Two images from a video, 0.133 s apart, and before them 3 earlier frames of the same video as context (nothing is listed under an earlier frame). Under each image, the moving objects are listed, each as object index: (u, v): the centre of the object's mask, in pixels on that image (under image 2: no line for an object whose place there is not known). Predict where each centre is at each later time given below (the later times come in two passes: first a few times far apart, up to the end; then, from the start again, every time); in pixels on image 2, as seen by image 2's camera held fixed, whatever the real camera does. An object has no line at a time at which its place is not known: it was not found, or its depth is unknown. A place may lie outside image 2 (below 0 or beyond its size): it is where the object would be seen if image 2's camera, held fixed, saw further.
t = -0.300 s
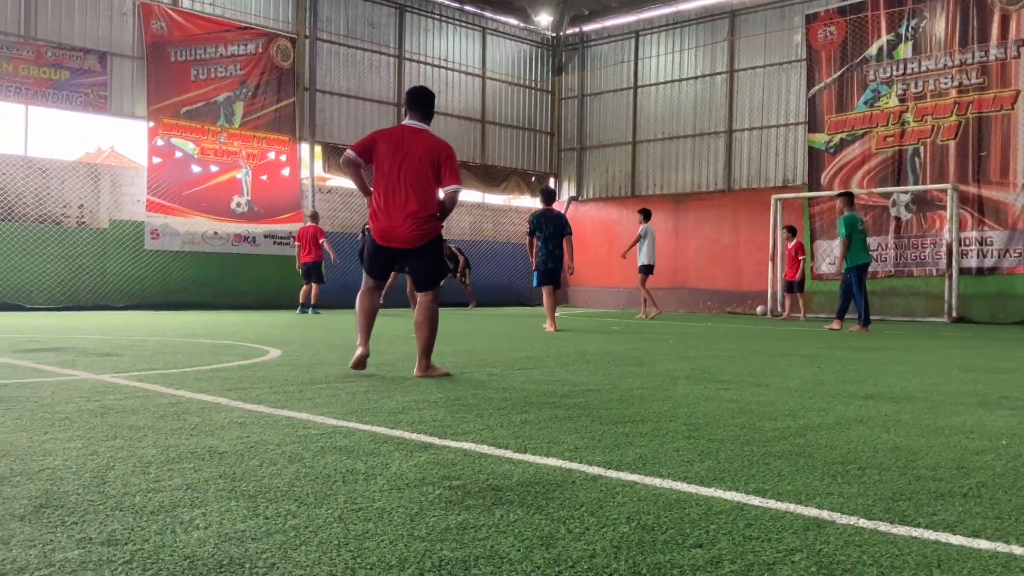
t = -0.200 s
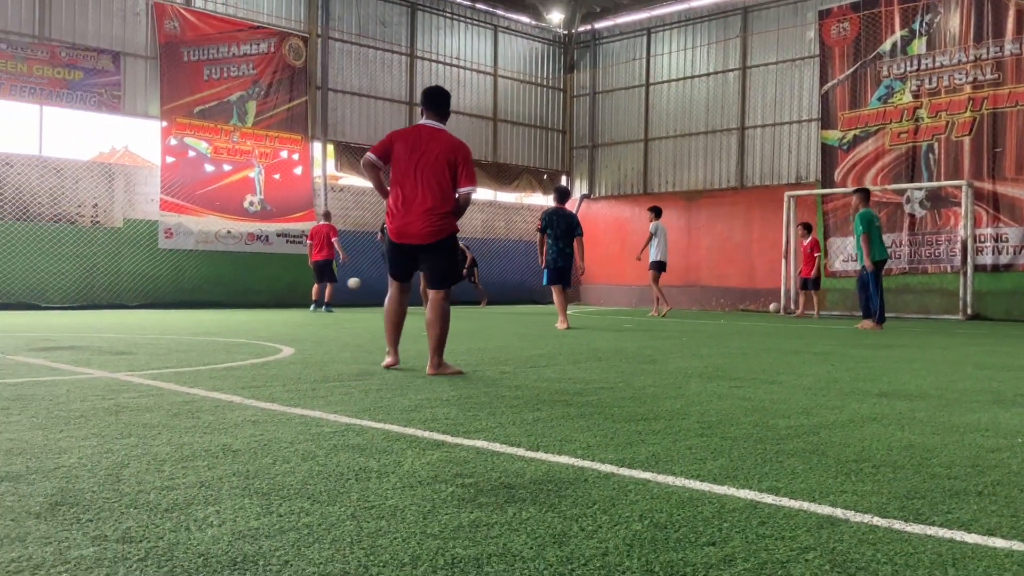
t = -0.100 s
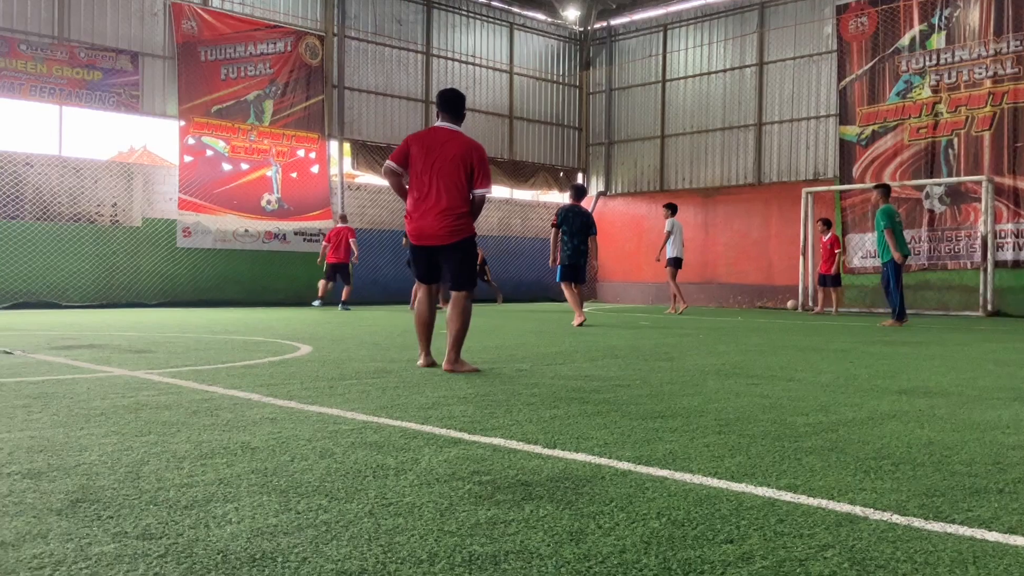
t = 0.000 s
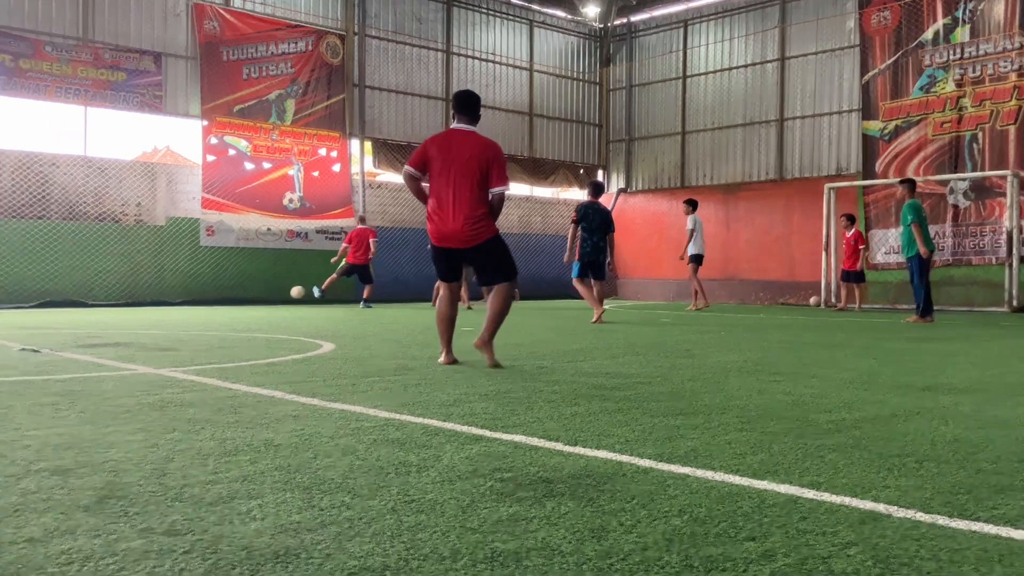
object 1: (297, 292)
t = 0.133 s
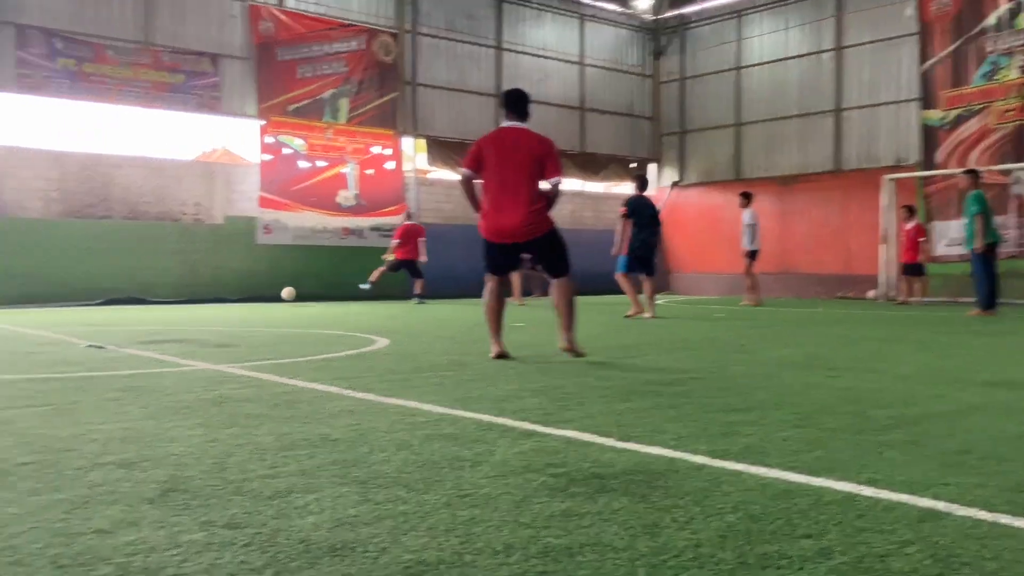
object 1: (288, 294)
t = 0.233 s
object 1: (242, 291)
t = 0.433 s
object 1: (139, 303)
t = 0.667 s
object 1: (5, 309)
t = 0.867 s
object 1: (-121, 309)
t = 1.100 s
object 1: (-301, 321)
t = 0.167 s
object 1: (273, 292)
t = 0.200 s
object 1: (258, 291)
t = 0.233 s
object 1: (242, 291)
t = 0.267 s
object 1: (225, 292)
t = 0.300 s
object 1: (209, 293)
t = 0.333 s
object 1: (192, 296)
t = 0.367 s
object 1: (174, 298)
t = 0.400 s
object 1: (155, 302)
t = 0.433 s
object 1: (139, 303)
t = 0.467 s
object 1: (121, 301)
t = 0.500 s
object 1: (103, 300)
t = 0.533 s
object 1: (85, 300)
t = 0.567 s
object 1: (65, 301)
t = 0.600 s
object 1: (46, 303)
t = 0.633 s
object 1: (26, 305)
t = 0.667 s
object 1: (5, 309)
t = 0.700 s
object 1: (-16, 309)
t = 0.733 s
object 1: (-36, 307)
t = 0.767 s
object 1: (-56, 306)
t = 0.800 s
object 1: (-77, 306)
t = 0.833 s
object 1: (-99, 307)
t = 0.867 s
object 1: (-121, 309)
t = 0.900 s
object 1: (-144, 313)
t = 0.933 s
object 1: (-168, 317)
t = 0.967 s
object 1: (-193, 318)
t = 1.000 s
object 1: (-218, 317)
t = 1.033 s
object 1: (-245, 317)
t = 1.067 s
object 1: (-272, 319)
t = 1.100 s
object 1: (-301, 321)
